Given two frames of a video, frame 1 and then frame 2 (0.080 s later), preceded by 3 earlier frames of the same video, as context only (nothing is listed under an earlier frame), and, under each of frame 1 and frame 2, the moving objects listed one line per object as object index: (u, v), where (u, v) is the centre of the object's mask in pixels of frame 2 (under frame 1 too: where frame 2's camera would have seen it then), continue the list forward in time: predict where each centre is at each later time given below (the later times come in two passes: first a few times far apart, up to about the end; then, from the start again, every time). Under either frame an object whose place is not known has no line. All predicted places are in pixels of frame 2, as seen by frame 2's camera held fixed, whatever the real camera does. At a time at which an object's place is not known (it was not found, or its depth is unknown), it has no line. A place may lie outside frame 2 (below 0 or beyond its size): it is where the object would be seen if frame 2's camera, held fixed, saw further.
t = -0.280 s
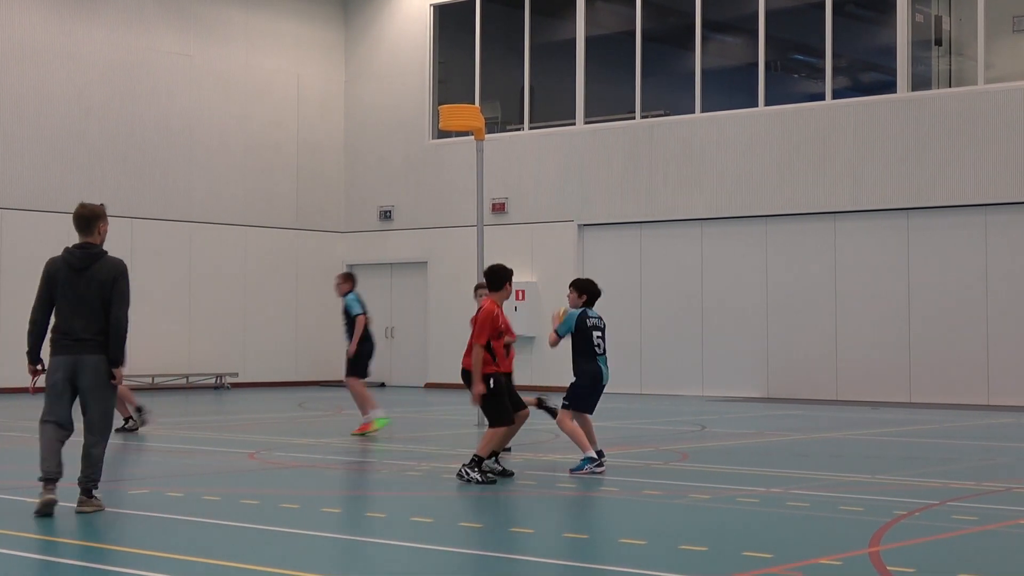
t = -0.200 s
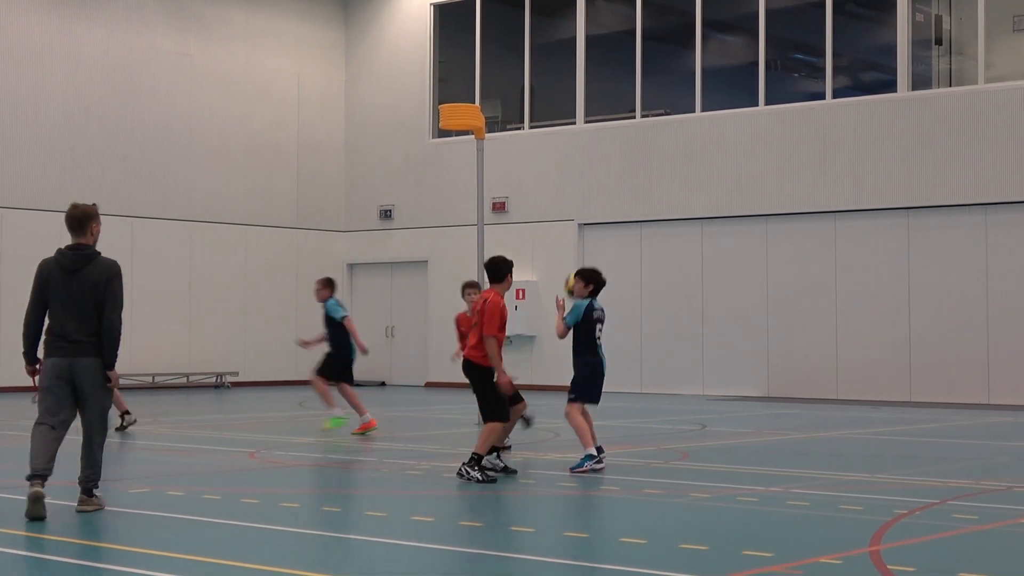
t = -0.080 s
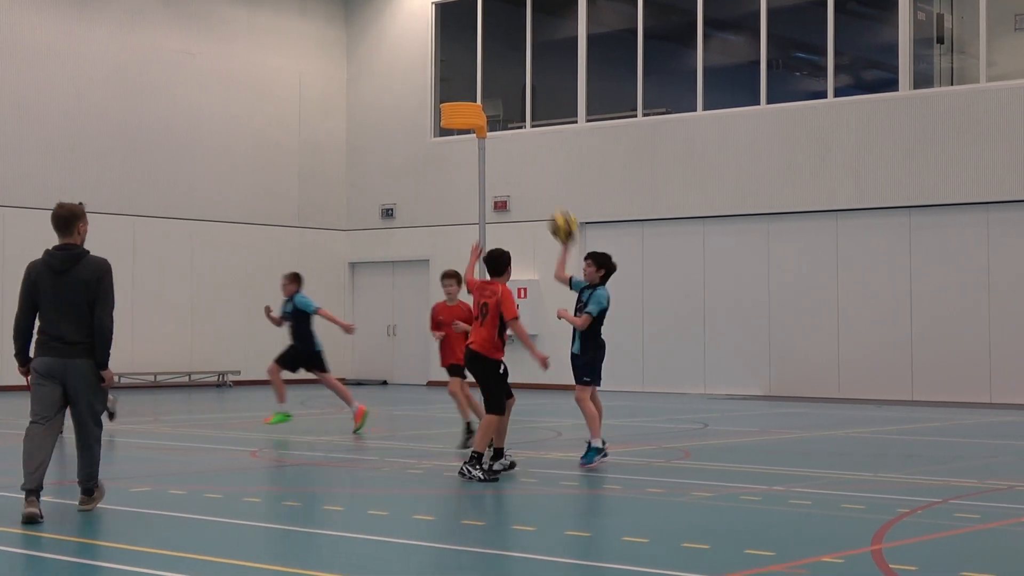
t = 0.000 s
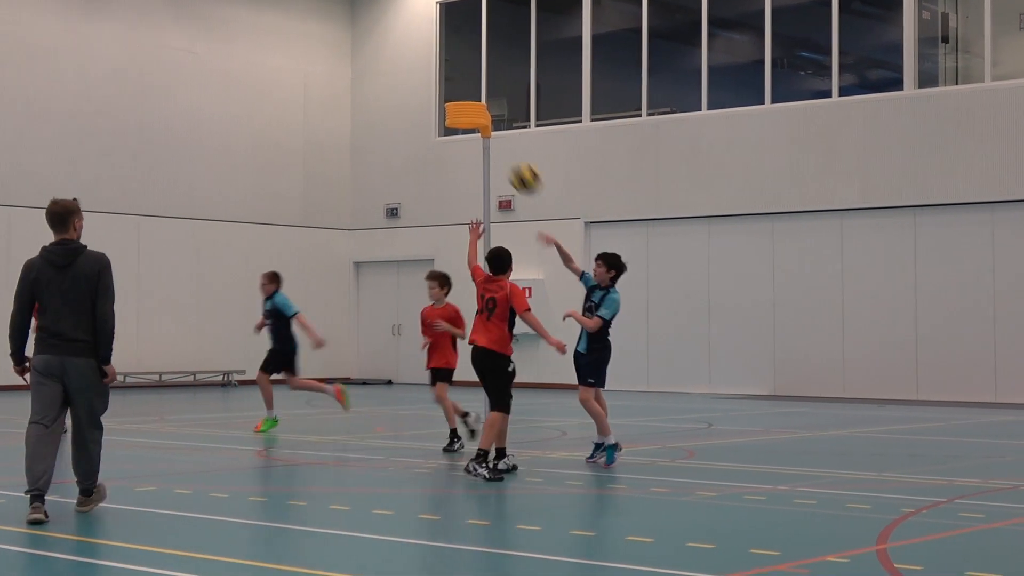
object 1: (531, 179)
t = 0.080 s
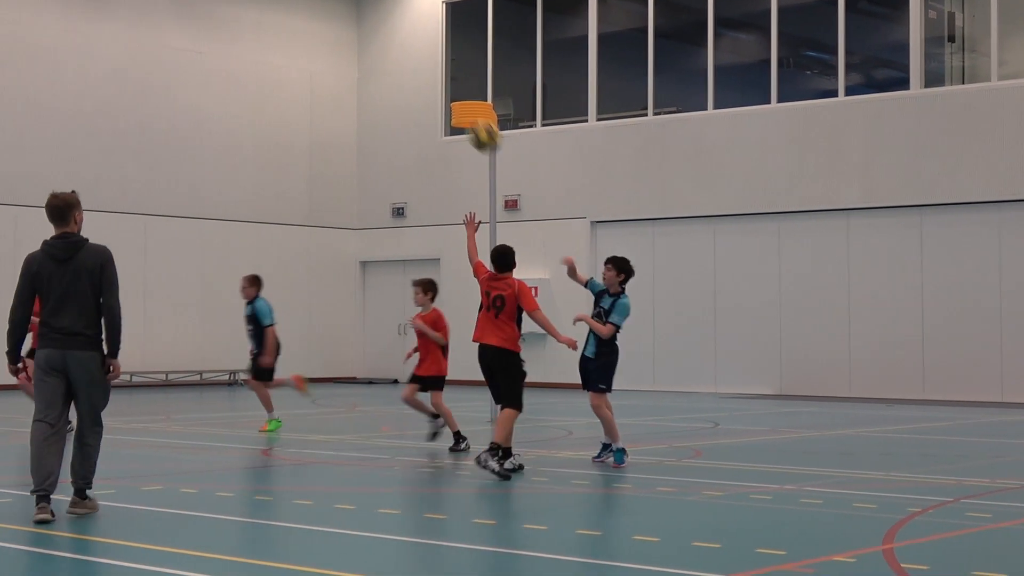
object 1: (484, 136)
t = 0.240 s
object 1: (383, 72)
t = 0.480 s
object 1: (208, 32)
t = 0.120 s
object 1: (459, 117)
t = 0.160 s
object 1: (434, 100)
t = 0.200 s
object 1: (408, 85)
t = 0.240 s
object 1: (383, 72)
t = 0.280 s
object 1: (356, 60)
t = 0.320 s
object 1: (328, 50)
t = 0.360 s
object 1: (300, 43)
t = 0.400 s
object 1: (270, 37)
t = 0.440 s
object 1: (239, 34)
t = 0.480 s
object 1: (208, 32)
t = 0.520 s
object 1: (175, 32)
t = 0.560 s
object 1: (139, 35)
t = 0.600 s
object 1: (104, 41)
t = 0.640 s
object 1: (66, 49)
